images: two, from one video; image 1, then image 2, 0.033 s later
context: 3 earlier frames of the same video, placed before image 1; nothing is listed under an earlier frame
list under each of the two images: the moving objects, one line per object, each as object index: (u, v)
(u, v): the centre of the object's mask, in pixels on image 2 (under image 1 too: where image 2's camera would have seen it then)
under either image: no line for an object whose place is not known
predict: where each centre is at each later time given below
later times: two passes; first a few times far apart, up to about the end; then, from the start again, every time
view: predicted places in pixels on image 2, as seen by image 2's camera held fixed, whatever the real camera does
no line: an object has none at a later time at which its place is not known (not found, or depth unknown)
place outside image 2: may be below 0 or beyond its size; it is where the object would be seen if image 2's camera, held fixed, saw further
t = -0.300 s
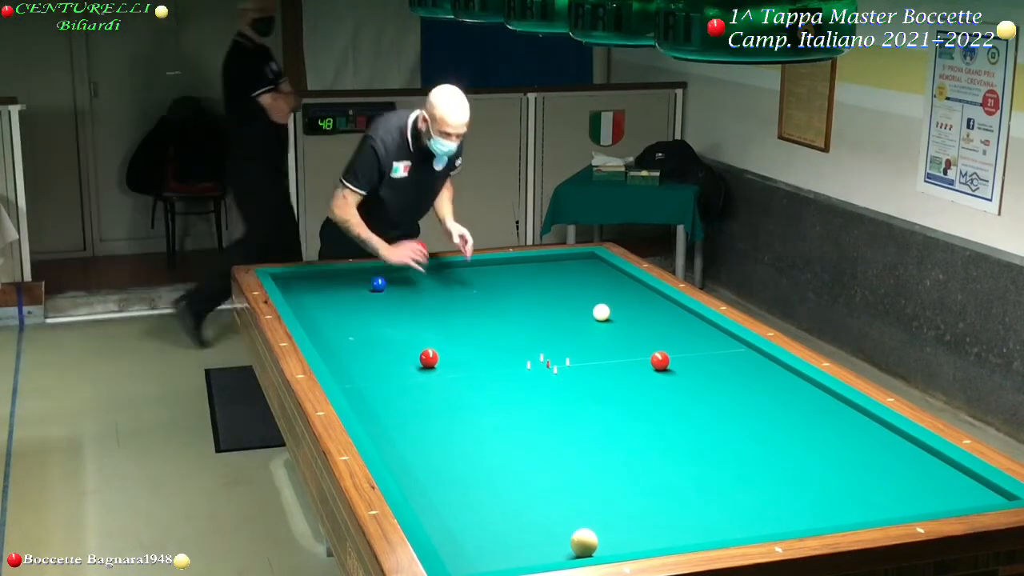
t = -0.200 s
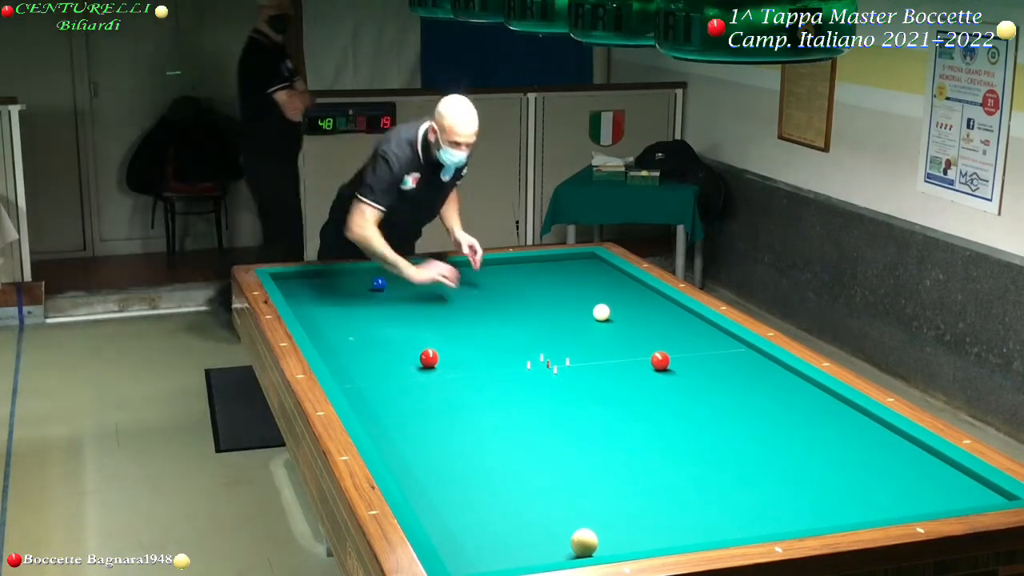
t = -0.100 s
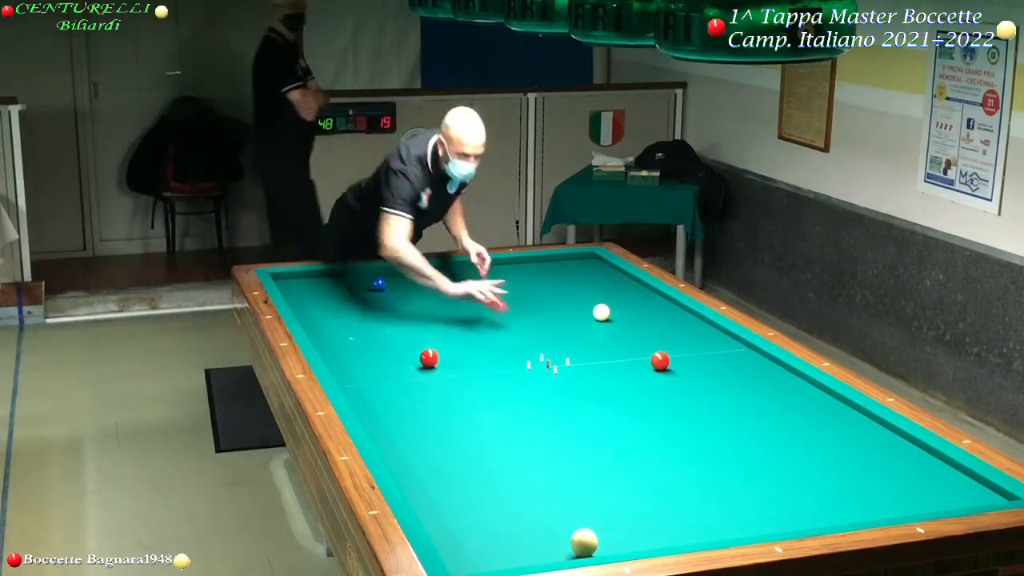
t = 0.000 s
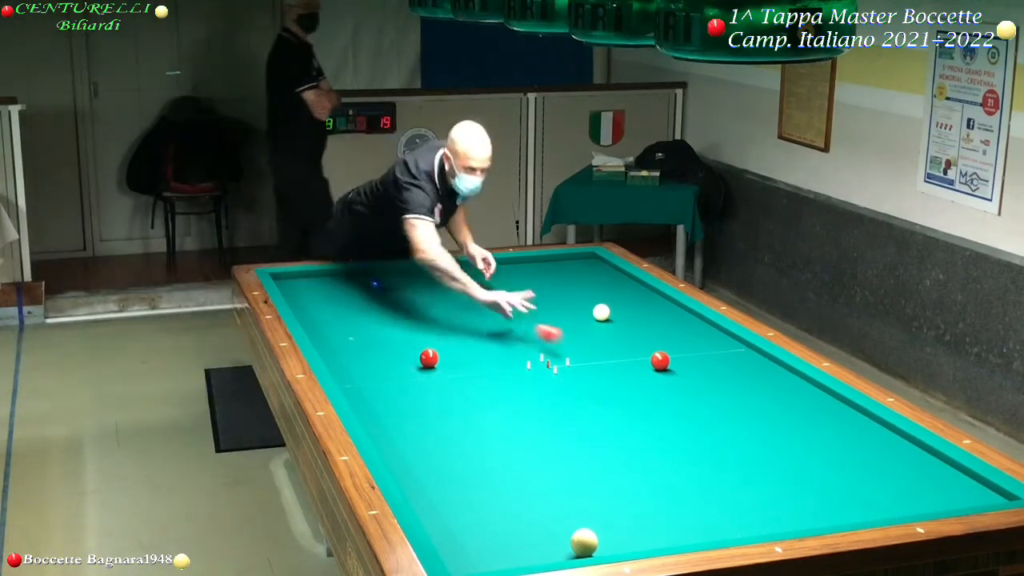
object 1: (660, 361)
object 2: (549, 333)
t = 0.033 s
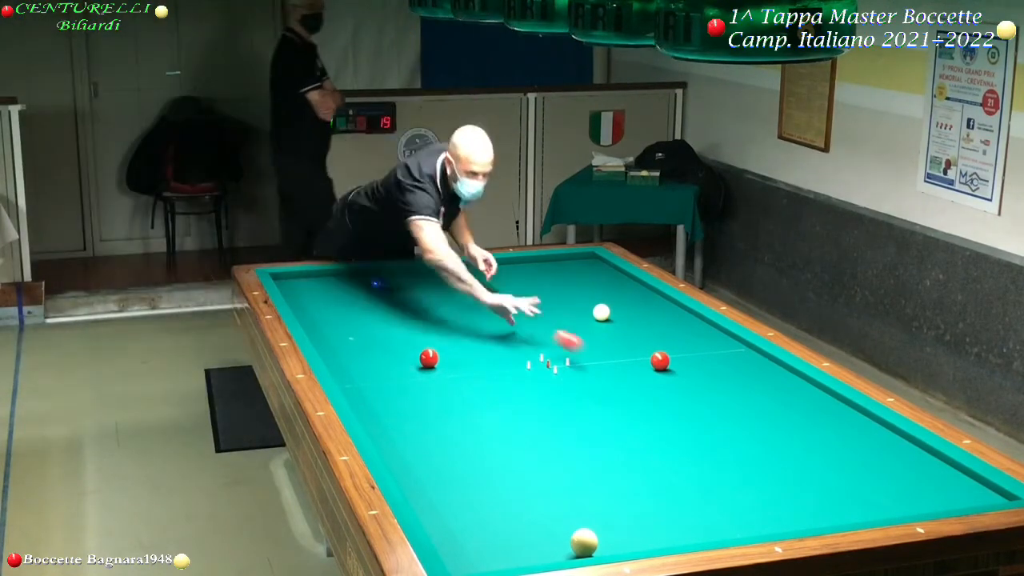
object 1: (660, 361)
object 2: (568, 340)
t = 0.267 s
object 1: (660, 361)
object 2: (736, 436)
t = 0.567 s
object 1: (660, 361)
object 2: (823, 454)
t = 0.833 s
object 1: (660, 361)
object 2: (733, 376)
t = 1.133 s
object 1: (660, 361)
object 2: (670, 319)
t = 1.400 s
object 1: (660, 361)
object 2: (630, 283)
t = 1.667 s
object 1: (660, 361)
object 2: (587, 255)
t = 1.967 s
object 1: (660, 361)
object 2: (606, 277)
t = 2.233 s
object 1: (660, 361)
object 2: (619, 296)
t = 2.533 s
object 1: (660, 361)
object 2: (630, 318)
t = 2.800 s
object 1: (660, 361)
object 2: (642, 338)
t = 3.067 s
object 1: (667, 366)
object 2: (647, 356)
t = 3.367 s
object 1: (697, 384)
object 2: (634, 365)
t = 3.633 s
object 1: (722, 400)
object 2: (623, 373)
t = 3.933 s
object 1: (752, 420)
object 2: (610, 382)
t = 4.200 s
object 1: (780, 438)
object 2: (599, 390)
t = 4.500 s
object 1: (814, 460)
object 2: (586, 399)
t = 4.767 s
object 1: (846, 480)
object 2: (575, 408)
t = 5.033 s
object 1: (880, 502)
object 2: (564, 416)
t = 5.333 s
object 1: (888, 505)
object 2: (552, 425)
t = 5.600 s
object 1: (872, 494)
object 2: (541, 433)
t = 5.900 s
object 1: (856, 481)
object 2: (529, 442)
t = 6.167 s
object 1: (842, 472)
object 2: (518, 450)
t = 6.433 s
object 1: (830, 462)
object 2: (508, 458)
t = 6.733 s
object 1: (817, 452)
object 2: (497, 466)
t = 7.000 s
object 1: (806, 444)
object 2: (487, 473)
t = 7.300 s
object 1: (795, 436)
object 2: (476, 481)
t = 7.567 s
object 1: (786, 429)
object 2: (467, 488)
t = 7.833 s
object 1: (778, 423)
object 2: (459, 495)
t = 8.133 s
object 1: (769, 417)
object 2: (450, 501)
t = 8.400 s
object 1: (762, 412)
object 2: (442, 507)
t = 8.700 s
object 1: (754, 407)
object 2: (433, 514)
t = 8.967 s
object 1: (748, 403)
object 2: (428, 517)
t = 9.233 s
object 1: (742, 399)
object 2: (434, 520)
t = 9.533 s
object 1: (736, 394)
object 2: (440, 522)
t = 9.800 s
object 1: (731, 391)
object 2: (445, 523)
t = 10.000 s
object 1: (728, 387)
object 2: (448, 523)
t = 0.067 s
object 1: (660, 361)
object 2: (588, 351)
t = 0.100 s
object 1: (660, 361)
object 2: (610, 366)
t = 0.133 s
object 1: (660, 361)
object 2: (633, 383)
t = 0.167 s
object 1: (660, 361)
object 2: (657, 392)
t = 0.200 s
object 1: (660, 361)
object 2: (682, 403)
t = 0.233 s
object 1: (660, 361)
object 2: (708, 419)
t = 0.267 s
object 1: (660, 361)
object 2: (736, 436)
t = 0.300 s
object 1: (660, 361)
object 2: (765, 449)
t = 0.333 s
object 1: (660, 361)
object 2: (796, 466)
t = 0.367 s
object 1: (660, 361)
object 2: (828, 483)
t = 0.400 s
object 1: (660, 361)
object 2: (862, 500)
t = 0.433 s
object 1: (660, 361)
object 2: (883, 507)
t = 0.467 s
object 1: (660, 361)
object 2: (870, 492)
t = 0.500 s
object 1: (660, 361)
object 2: (853, 477)
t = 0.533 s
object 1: (660, 361)
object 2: (837, 467)
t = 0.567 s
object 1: (660, 361)
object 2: (823, 454)
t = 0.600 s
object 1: (660, 361)
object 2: (810, 443)
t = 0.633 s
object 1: (660, 361)
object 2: (797, 431)
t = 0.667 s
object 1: (660, 361)
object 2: (784, 421)
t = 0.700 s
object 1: (660, 361)
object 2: (774, 411)
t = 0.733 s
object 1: (660, 361)
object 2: (762, 401)
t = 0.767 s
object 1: (660, 361)
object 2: (752, 393)
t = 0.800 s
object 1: (660, 361)
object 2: (743, 384)
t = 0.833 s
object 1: (660, 361)
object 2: (733, 376)
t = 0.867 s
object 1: (660, 361)
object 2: (725, 368)
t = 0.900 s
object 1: (660, 361)
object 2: (717, 361)
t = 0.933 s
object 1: (660, 361)
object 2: (709, 354)
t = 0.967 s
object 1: (660, 361)
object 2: (702, 347)
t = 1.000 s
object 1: (660, 361)
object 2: (695, 341)
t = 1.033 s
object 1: (660, 361)
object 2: (688, 335)
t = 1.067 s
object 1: (660, 361)
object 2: (682, 329)
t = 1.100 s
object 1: (660, 361)
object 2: (676, 325)
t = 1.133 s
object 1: (660, 361)
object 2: (670, 319)
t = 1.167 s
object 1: (660, 361)
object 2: (665, 314)
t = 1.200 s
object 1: (660, 361)
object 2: (660, 309)
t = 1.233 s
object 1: (660, 361)
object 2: (654, 304)
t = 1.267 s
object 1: (660, 361)
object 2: (649, 300)
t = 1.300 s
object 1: (660, 361)
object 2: (644, 296)
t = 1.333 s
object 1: (660, 361)
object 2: (640, 291)
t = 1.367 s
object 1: (660, 361)
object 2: (635, 287)
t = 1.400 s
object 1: (660, 361)
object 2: (630, 283)
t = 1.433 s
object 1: (660, 361)
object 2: (626, 279)
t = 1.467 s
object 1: (660, 361)
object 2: (622, 275)
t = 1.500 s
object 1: (660, 361)
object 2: (618, 271)
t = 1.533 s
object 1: (660, 361)
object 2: (613, 268)
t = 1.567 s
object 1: (660, 361)
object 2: (607, 265)
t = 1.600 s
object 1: (660, 361)
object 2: (600, 261)
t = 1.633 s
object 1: (660, 361)
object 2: (593, 259)
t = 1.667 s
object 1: (660, 361)
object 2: (587, 255)
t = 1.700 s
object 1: (660, 361)
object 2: (587, 255)
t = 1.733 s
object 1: (660, 361)
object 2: (590, 258)
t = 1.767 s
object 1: (660, 361)
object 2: (592, 261)
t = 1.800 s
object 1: (660, 361)
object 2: (594, 264)
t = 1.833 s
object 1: (660, 361)
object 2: (597, 267)
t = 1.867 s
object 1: (660, 361)
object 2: (599, 269)
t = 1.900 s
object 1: (660, 361)
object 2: (601, 271)
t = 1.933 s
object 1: (660, 361)
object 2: (603, 273)
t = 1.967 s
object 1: (660, 361)
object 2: (606, 277)
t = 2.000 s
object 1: (660, 361)
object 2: (608, 280)
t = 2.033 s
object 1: (660, 361)
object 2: (609, 282)
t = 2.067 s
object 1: (660, 361)
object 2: (612, 284)
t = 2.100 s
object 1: (660, 361)
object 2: (613, 287)
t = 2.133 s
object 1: (660, 361)
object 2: (615, 290)
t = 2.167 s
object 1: (660, 361)
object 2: (616, 292)
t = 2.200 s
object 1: (660, 361)
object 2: (617, 294)
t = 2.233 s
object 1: (660, 361)
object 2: (619, 296)
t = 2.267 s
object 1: (660, 361)
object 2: (620, 299)
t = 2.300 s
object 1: (660, 361)
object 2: (621, 301)
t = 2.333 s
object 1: (660, 361)
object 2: (623, 304)
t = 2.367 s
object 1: (660, 361)
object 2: (624, 306)
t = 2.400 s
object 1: (660, 361)
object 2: (625, 308)
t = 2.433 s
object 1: (660, 361)
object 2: (626, 310)
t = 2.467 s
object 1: (660, 361)
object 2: (628, 313)
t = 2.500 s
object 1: (660, 361)
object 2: (629, 315)
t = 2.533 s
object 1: (660, 361)
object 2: (630, 318)
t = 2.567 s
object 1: (660, 361)
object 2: (632, 320)
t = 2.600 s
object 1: (660, 361)
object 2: (633, 322)
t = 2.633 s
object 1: (660, 361)
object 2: (635, 325)
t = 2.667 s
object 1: (660, 361)
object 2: (636, 327)
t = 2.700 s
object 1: (660, 361)
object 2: (637, 330)
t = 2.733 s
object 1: (660, 361)
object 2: (639, 333)
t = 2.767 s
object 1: (660, 361)
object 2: (640, 335)
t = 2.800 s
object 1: (660, 361)
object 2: (642, 338)
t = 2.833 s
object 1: (660, 361)
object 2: (643, 341)
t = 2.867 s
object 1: (660, 361)
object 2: (645, 343)
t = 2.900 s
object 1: (660, 361)
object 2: (646, 346)
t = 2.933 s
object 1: (660, 361)
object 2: (647, 348)
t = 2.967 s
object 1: (660, 361)
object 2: (648, 350)
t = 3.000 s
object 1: (660, 361)
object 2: (648, 353)
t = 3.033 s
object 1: (664, 363)
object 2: (648, 355)
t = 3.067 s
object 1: (667, 366)
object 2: (647, 356)
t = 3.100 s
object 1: (671, 368)
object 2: (645, 357)
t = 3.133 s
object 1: (675, 370)
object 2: (643, 357)
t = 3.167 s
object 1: (678, 372)
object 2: (642, 358)
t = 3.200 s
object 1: (681, 374)
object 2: (640, 359)
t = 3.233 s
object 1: (684, 376)
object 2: (639, 360)
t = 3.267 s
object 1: (687, 378)
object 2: (638, 361)
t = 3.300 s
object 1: (690, 380)
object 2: (636, 363)
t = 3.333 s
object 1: (693, 382)
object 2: (635, 364)
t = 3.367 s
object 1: (697, 384)
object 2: (634, 365)
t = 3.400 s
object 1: (699, 386)
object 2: (632, 366)
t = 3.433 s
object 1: (703, 388)
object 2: (631, 367)
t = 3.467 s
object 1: (706, 390)
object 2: (630, 368)
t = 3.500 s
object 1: (709, 392)
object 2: (628, 369)
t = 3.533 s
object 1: (712, 394)
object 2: (627, 370)
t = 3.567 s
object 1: (715, 396)
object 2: (625, 371)
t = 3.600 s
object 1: (719, 398)
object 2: (624, 372)
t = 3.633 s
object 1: (722, 400)
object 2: (623, 373)
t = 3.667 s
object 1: (725, 403)
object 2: (621, 374)
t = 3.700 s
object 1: (728, 405)
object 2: (620, 375)
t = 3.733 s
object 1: (732, 407)
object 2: (619, 376)
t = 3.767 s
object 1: (735, 409)
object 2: (617, 377)
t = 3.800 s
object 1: (738, 411)
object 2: (616, 378)
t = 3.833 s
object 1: (742, 413)
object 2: (614, 379)
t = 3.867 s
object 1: (745, 415)
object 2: (613, 380)
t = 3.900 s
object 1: (749, 418)
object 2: (611, 381)
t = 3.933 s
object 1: (752, 420)
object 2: (610, 382)
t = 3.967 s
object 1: (756, 422)
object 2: (609, 383)
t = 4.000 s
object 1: (759, 425)
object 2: (607, 384)
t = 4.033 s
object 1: (763, 427)
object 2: (606, 385)
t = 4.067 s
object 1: (766, 429)
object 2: (604, 386)
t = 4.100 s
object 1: (770, 431)
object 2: (603, 387)
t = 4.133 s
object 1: (773, 434)
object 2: (602, 388)
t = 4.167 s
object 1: (777, 436)
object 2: (600, 389)
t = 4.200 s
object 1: (780, 438)
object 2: (599, 390)
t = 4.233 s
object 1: (784, 441)
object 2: (598, 391)
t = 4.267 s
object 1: (788, 443)
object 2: (596, 392)
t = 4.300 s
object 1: (792, 445)
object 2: (595, 393)
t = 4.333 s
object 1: (795, 448)
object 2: (593, 394)
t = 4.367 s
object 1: (799, 450)
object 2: (592, 395)
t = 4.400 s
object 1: (803, 452)
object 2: (591, 396)
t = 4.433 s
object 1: (807, 455)
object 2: (589, 397)
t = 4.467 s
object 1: (810, 458)
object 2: (588, 398)
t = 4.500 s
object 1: (814, 460)
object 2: (586, 399)
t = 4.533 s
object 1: (819, 462)
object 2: (585, 400)
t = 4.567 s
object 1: (822, 465)
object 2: (584, 402)
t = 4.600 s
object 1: (826, 468)
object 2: (582, 403)
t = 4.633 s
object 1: (830, 470)
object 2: (581, 404)
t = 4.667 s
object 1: (834, 473)
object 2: (579, 405)
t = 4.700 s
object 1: (838, 476)
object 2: (578, 406)
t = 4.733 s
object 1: (842, 478)
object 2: (576, 407)
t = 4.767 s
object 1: (846, 480)
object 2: (575, 408)
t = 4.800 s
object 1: (851, 483)
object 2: (574, 409)
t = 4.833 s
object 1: (855, 486)
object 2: (572, 410)
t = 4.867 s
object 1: (859, 488)
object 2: (571, 411)
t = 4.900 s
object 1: (864, 491)
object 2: (570, 412)
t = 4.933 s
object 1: (868, 494)
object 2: (568, 413)
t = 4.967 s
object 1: (872, 497)
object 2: (567, 414)
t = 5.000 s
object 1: (876, 499)
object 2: (566, 415)
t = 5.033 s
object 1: (880, 502)
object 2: (564, 416)
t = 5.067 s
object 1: (885, 504)
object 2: (563, 417)
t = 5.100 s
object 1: (889, 506)
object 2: (561, 418)
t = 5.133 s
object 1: (893, 507)
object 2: (560, 419)
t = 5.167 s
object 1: (897, 509)
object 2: (559, 420)
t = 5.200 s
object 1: (898, 509)
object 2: (557, 421)
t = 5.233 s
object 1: (895, 508)
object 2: (556, 422)
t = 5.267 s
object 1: (893, 507)
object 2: (555, 423)
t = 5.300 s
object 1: (890, 506)
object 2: (553, 424)
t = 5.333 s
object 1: (888, 505)
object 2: (552, 425)
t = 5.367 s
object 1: (886, 504)
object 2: (551, 426)
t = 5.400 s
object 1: (884, 503)
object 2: (549, 427)
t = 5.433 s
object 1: (882, 501)
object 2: (548, 428)
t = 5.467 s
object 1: (880, 499)
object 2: (546, 429)
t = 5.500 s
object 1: (877, 498)
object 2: (545, 430)
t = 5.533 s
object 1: (876, 497)
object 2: (543, 431)
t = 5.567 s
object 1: (874, 495)
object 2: (542, 432)
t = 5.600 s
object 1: (872, 494)
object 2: (541, 433)
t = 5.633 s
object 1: (870, 492)
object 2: (539, 434)
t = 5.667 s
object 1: (868, 491)
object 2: (538, 435)
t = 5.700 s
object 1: (866, 490)
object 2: (537, 436)
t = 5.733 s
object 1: (864, 488)
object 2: (535, 437)
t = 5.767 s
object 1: (862, 487)
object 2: (534, 438)
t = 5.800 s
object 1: (860, 485)
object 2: (533, 439)
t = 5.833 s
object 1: (859, 484)
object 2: (531, 440)
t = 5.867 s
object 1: (857, 483)
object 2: (530, 441)
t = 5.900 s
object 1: (856, 481)
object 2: (529, 442)
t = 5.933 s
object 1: (854, 480)
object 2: (527, 443)
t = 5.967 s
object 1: (852, 479)
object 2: (526, 444)
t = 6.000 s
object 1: (850, 477)
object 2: (525, 445)
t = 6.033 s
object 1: (849, 476)
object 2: (523, 446)
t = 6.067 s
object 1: (847, 475)
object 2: (522, 447)
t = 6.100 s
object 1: (846, 474)
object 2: (521, 448)
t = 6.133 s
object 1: (844, 473)
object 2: (519, 449)
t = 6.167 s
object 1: (842, 472)
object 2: (518, 450)
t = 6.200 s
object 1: (841, 470)
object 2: (517, 451)
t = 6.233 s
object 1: (839, 469)
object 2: (515, 452)
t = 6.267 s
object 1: (838, 468)
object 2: (514, 453)
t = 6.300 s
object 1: (836, 467)
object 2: (513, 454)
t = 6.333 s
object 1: (834, 465)
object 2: (512, 455)
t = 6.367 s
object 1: (833, 464)
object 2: (511, 455)
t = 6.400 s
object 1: (832, 463)
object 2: (509, 457)
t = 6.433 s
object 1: (830, 462)
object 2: (508, 458)
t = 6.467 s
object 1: (828, 461)
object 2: (507, 459)
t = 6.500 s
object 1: (827, 460)
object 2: (506, 459)
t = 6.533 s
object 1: (826, 458)
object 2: (504, 460)
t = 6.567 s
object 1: (824, 457)
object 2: (503, 461)
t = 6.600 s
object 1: (823, 456)
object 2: (502, 462)
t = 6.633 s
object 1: (821, 455)
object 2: (500, 463)
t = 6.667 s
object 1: (820, 454)
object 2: (499, 464)
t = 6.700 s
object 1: (818, 453)
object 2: (498, 465)
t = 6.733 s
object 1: (817, 452)
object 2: (497, 466)
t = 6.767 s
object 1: (815, 451)
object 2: (496, 467)
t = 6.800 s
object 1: (814, 450)
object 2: (494, 468)
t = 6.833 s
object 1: (813, 449)
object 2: (493, 469)
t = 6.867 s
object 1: (811, 448)
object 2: (492, 470)
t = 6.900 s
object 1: (810, 447)
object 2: (491, 471)
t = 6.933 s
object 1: (809, 446)
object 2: (489, 472)
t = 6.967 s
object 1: (807, 445)
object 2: (488, 472)
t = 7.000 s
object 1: (806, 444)
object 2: (487, 473)
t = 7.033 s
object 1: (805, 443)
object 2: (486, 474)
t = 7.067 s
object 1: (804, 442)
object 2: (485, 475)
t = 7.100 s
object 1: (802, 441)
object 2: (483, 476)
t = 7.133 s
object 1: (801, 441)
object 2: (482, 477)
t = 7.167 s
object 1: (800, 440)
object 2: (481, 478)
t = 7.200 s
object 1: (799, 439)
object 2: (480, 479)
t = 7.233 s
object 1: (798, 438)
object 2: (479, 479)
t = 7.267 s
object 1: (796, 437)
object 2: (477, 480)
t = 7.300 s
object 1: (795, 436)
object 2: (476, 481)
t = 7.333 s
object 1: (794, 435)
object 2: (475, 482)
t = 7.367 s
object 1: (793, 434)
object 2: (474, 483)
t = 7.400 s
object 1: (792, 433)
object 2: (473, 484)
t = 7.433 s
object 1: (791, 433)
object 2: (472, 485)
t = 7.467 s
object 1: (789, 432)
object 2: (471, 485)
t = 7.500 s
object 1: (788, 431)
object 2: (470, 486)
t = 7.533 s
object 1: (787, 430)
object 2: (468, 487)
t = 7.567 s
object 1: (786, 429)
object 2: (467, 488)
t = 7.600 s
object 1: (785, 429)
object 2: (466, 489)
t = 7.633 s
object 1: (784, 428)
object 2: (465, 490)
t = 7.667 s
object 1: (783, 427)
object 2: (464, 490)
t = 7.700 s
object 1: (782, 426)
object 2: (463, 491)
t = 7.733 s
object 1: (781, 425)
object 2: (462, 492)
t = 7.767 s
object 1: (780, 425)
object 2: (461, 493)
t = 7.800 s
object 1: (779, 424)
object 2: (460, 494)
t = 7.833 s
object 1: (778, 423)
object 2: (459, 495)
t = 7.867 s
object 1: (777, 423)
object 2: (458, 496)
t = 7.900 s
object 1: (776, 422)
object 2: (457, 496)
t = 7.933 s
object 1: (775, 421)
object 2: (456, 497)
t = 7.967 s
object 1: (774, 421)
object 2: (455, 498)
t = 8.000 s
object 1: (773, 420)
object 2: (454, 498)
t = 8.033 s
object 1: (772, 419)
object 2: (453, 499)
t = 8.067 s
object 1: (771, 419)
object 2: (452, 500)
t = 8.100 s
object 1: (770, 418)
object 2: (451, 501)
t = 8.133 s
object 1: (769, 417)
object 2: (450, 501)
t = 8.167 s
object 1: (768, 416)
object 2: (449, 502)
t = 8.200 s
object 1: (767, 416)
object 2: (448, 503)
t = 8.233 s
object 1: (766, 415)
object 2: (447, 504)
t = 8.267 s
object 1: (765, 415)
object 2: (446, 504)
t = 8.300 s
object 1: (764, 414)
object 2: (445, 505)
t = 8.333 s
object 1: (763, 413)
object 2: (444, 506)
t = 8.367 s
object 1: (763, 412)
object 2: (442, 507)
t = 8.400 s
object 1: (762, 412)
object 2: (442, 507)
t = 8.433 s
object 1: (761, 411)
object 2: (441, 508)
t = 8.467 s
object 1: (760, 411)
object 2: (440, 509)
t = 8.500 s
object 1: (759, 410)
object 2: (439, 510)
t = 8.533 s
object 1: (758, 410)
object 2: (438, 510)
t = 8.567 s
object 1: (757, 409)
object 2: (437, 511)
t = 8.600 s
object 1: (757, 408)
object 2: (436, 512)
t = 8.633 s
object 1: (756, 408)
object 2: (435, 512)
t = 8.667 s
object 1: (755, 407)
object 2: (434, 513)
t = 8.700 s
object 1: (754, 407)
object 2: (433, 514)
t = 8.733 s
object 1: (753, 406)
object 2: (432, 514)
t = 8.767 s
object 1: (753, 406)
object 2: (432, 514)
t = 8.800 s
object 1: (752, 405)
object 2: (431, 515)
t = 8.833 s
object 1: (751, 405)
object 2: (430, 516)
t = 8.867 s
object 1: (750, 404)
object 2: (430, 516)
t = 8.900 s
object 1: (750, 404)
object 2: (429, 517)
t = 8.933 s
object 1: (749, 403)
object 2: (428, 517)
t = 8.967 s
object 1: (748, 403)
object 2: (428, 517)
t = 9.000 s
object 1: (747, 402)
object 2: (429, 518)
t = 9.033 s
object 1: (747, 402)
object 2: (430, 518)
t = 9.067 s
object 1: (746, 401)
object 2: (430, 519)
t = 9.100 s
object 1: (745, 401)
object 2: (431, 519)
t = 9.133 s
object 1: (745, 400)
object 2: (432, 519)
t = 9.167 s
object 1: (744, 400)
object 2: (432, 520)
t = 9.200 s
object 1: (743, 399)
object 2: (433, 520)
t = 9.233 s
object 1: (742, 399)
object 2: (434, 520)
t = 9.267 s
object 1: (741, 398)
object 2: (434, 521)
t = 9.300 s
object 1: (741, 398)
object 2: (435, 521)
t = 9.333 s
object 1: (740, 397)
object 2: (436, 521)
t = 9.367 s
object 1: (740, 397)
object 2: (437, 521)
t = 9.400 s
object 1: (739, 396)
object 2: (437, 522)
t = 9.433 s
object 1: (738, 396)
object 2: (438, 522)
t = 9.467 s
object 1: (737, 395)
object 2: (438, 522)
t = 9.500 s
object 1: (737, 395)
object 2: (439, 522)
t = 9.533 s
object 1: (736, 394)
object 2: (440, 522)
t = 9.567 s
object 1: (735, 394)
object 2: (441, 523)
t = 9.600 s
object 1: (735, 394)
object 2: (441, 523)
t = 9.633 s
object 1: (734, 393)
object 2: (442, 523)
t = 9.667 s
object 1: (734, 393)
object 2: (442, 523)
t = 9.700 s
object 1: (733, 392)
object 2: (443, 523)
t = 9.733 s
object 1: (732, 392)
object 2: (444, 523)
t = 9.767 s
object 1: (732, 392)
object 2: (444, 523)
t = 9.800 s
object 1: (731, 391)
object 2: (445, 523)
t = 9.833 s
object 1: (731, 390)
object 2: (445, 523)
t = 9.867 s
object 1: (730, 390)
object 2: (446, 524)
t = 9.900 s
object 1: (730, 390)
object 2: (446, 524)
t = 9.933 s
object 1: (729, 389)
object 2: (447, 524)
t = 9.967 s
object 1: (728, 389)
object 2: (447, 524)
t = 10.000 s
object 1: (728, 387)
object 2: (448, 523)
